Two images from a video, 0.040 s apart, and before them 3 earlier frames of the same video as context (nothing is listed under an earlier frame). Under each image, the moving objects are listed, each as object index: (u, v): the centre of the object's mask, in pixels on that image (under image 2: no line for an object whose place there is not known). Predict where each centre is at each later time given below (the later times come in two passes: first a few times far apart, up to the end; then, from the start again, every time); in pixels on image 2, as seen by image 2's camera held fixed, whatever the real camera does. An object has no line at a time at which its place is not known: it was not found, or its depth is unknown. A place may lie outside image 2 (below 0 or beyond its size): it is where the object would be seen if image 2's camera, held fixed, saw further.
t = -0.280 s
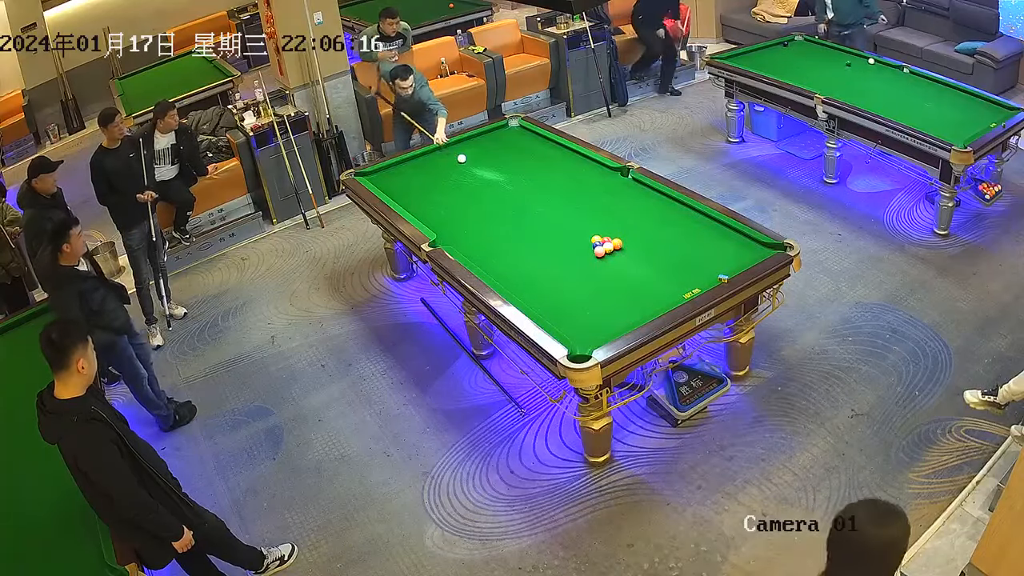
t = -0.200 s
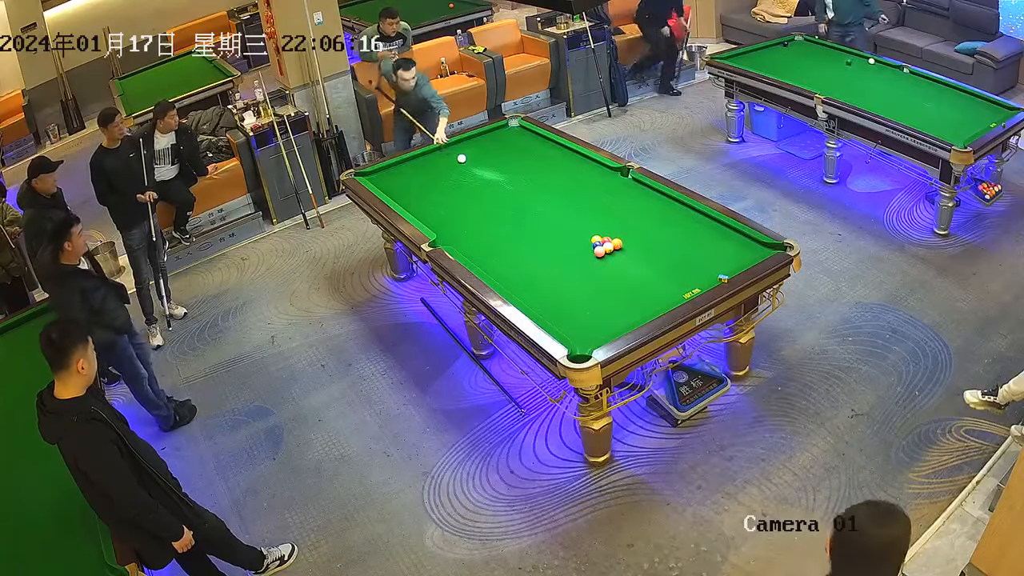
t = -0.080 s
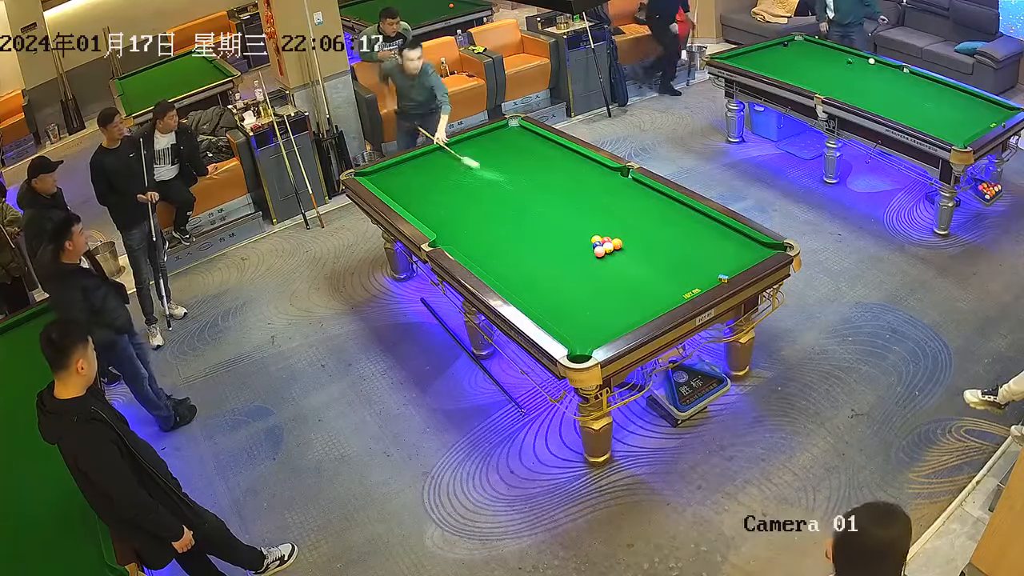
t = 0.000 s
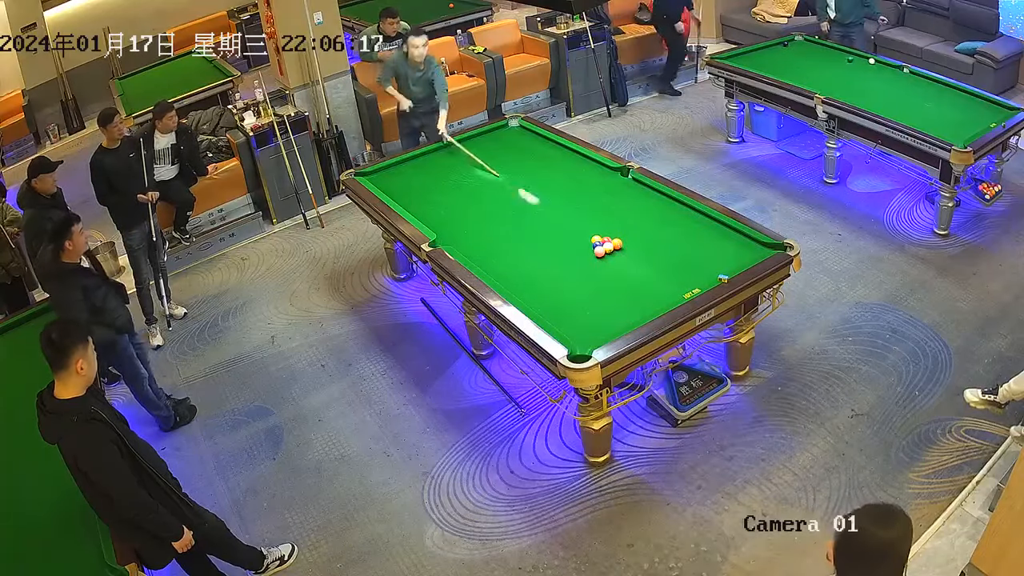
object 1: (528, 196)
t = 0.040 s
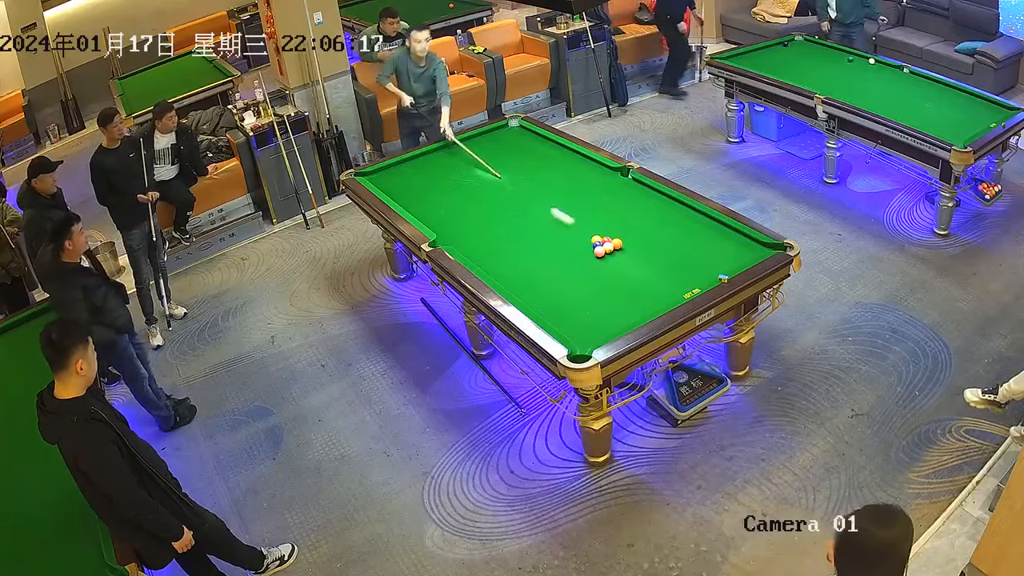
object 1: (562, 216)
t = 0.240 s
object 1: (613, 217)
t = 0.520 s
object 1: (640, 194)
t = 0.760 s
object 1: (634, 193)
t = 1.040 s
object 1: (608, 202)
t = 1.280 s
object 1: (585, 209)
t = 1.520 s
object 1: (563, 216)
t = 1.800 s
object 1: (537, 224)
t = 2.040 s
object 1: (516, 230)
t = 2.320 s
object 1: (491, 238)
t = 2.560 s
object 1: (471, 245)
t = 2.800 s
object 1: (464, 251)
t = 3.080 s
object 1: (474, 251)
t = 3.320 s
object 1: (482, 250)
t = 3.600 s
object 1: (491, 249)
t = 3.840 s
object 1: (497, 249)
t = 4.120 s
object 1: (504, 248)
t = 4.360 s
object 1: (508, 248)
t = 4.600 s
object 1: (512, 247)
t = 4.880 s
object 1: (515, 247)
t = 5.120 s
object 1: (517, 246)
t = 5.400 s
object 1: (518, 246)
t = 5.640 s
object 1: (518, 246)
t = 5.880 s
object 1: (518, 246)
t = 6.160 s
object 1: (518, 246)
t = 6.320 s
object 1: (518, 246)
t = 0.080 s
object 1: (593, 233)
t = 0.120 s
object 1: (598, 229)
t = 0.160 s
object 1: (604, 225)
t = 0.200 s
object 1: (608, 220)
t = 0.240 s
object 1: (613, 217)
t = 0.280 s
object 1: (618, 213)
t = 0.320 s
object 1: (622, 210)
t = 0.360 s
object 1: (626, 206)
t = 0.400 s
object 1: (629, 203)
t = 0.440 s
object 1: (633, 200)
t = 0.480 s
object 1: (636, 197)
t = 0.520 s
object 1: (640, 194)
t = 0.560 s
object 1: (643, 191)
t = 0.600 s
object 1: (646, 188)
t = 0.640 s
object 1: (645, 188)
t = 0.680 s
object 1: (642, 191)
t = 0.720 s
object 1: (639, 192)
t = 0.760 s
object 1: (634, 193)
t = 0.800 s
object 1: (630, 194)
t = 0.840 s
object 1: (626, 195)
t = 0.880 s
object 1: (623, 196)
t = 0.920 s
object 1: (619, 198)
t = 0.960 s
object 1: (615, 199)
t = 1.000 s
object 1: (611, 200)
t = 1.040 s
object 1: (608, 202)
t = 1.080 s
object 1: (604, 203)
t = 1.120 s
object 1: (600, 204)
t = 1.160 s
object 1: (596, 205)
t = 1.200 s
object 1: (592, 206)
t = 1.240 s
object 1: (589, 207)
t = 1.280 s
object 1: (585, 209)
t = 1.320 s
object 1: (581, 210)
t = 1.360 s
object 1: (578, 211)
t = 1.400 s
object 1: (574, 212)
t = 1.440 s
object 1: (570, 213)
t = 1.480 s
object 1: (567, 214)
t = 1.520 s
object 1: (563, 216)
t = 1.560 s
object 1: (559, 217)
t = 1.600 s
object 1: (556, 218)
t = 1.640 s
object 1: (552, 219)
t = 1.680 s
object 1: (548, 220)
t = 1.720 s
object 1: (544, 221)
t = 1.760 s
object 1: (541, 223)
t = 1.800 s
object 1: (537, 224)
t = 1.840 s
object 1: (534, 225)
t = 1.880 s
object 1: (530, 226)
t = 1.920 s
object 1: (526, 227)
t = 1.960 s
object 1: (523, 228)
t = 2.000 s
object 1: (519, 229)
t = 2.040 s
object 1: (516, 230)
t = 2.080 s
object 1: (512, 232)
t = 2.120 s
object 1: (509, 233)
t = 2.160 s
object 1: (505, 234)
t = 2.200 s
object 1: (502, 235)
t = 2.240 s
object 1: (498, 236)
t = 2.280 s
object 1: (495, 237)
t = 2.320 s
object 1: (491, 238)
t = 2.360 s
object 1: (488, 239)
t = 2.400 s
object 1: (484, 241)
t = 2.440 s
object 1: (481, 242)
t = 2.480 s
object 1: (477, 243)
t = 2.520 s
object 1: (474, 244)
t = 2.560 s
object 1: (471, 245)
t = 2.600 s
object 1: (467, 246)
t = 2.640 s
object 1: (465, 248)
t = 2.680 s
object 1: (465, 249)
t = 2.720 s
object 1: (464, 250)
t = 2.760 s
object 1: (463, 250)
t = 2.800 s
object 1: (464, 251)
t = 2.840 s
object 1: (466, 251)
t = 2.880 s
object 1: (467, 251)
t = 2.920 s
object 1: (468, 251)
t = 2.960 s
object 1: (470, 251)
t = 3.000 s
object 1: (471, 251)
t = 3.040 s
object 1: (473, 251)
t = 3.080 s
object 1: (474, 251)
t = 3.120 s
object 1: (476, 250)
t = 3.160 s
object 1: (477, 250)
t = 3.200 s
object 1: (478, 250)
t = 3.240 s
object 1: (480, 250)
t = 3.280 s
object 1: (481, 250)
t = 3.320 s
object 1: (482, 250)
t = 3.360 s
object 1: (484, 250)
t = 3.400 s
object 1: (485, 250)
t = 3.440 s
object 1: (486, 250)
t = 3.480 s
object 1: (487, 250)
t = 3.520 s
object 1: (489, 250)
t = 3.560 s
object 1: (490, 249)
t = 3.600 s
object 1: (491, 249)
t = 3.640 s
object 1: (492, 249)
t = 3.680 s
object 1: (493, 249)
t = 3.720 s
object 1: (494, 249)
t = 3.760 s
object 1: (495, 249)
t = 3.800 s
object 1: (496, 249)
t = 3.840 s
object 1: (497, 249)
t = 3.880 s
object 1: (498, 249)
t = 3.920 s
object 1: (500, 249)
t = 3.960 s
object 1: (500, 249)
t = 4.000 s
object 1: (501, 249)
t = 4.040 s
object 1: (502, 248)
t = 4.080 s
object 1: (503, 248)
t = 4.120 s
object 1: (504, 248)
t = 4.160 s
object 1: (505, 248)
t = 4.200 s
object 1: (505, 248)
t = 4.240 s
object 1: (506, 248)
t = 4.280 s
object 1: (507, 248)
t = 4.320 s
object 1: (508, 248)
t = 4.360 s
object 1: (508, 248)
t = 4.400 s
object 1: (509, 247)
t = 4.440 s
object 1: (510, 247)
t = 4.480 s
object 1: (510, 247)
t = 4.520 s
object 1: (511, 247)
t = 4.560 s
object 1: (511, 247)
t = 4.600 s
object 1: (512, 247)
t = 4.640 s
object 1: (513, 247)
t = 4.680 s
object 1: (513, 247)
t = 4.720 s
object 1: (514, 247)
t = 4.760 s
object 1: (514, 247)
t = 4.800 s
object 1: (514, 247)
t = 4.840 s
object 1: (515, 247)
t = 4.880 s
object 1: (515, 247)
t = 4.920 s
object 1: (516, 247)
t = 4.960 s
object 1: (516, 247)
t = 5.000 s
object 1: (516, 246)
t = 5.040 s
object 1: (516, 246)
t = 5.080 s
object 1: (517, 246)
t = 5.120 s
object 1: (517, 246)
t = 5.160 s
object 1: (517, 246)
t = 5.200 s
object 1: (517, 246)
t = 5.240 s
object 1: (517, 246)
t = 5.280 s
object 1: (517, 246)
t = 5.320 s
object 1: (517, 246)
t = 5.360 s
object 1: (518, 246)
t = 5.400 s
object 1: (518, 246)
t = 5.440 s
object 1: (518, 246)
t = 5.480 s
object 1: (518, 246)
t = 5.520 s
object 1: (518, 246)
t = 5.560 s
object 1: (518, 246)
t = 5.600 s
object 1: (518, 246)
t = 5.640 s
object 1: (518, 246)
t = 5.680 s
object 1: (518, 246)
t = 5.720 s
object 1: (518, 246)
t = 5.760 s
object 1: (518, 246)
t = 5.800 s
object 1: (518, 246)
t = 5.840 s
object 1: (518, 246)
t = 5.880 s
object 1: (518, 246)
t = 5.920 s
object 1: (518, 246)
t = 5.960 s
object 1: (518, 246)
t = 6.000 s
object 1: (518, 246)
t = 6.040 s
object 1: (518, 246)
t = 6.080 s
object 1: (518, 246)
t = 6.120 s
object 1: (518, 246)
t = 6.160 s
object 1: (518, 246)
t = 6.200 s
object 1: (518, 246)
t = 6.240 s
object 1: (518, 246)
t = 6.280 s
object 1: (518, 246)
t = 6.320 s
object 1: (518, 246)
